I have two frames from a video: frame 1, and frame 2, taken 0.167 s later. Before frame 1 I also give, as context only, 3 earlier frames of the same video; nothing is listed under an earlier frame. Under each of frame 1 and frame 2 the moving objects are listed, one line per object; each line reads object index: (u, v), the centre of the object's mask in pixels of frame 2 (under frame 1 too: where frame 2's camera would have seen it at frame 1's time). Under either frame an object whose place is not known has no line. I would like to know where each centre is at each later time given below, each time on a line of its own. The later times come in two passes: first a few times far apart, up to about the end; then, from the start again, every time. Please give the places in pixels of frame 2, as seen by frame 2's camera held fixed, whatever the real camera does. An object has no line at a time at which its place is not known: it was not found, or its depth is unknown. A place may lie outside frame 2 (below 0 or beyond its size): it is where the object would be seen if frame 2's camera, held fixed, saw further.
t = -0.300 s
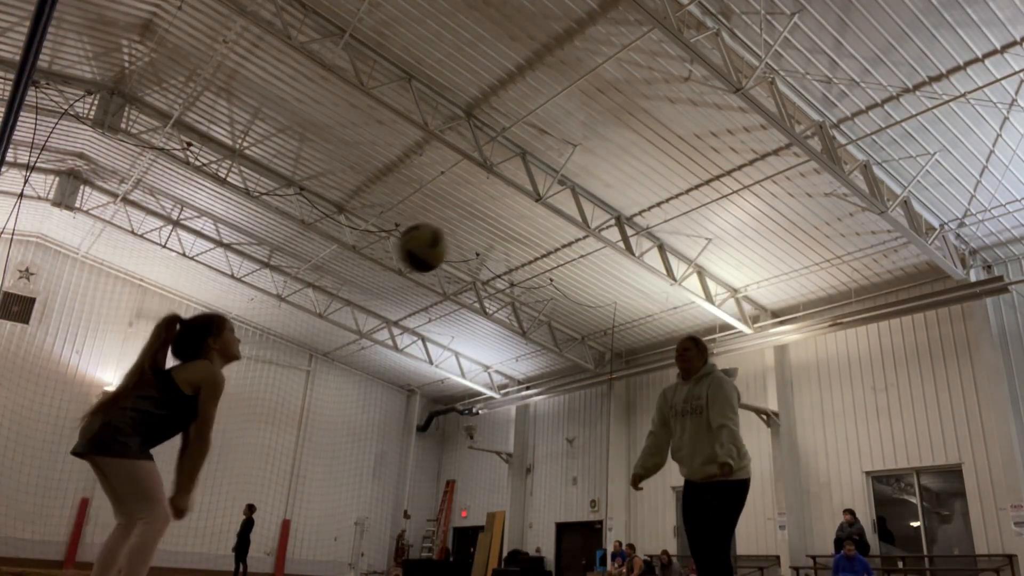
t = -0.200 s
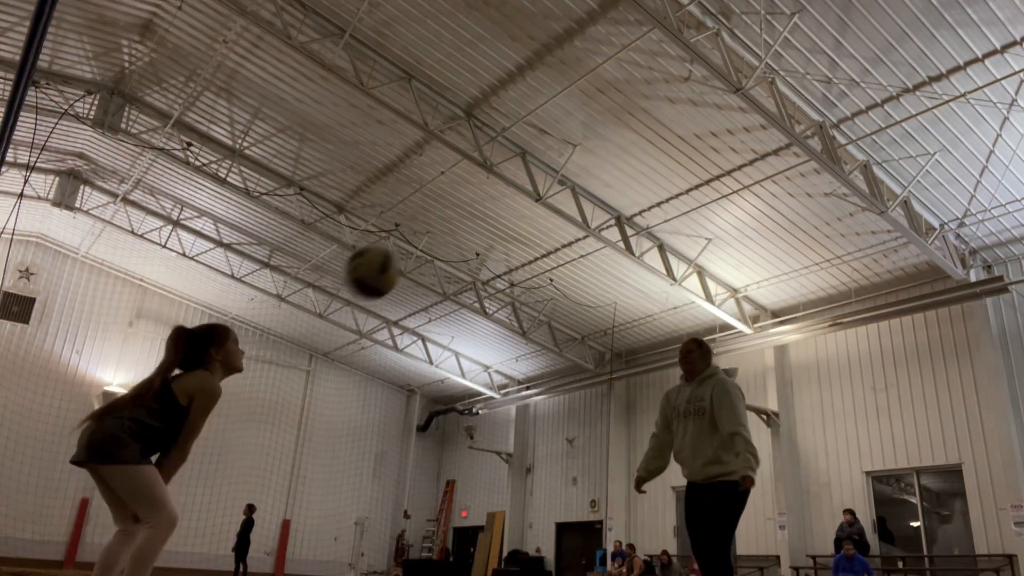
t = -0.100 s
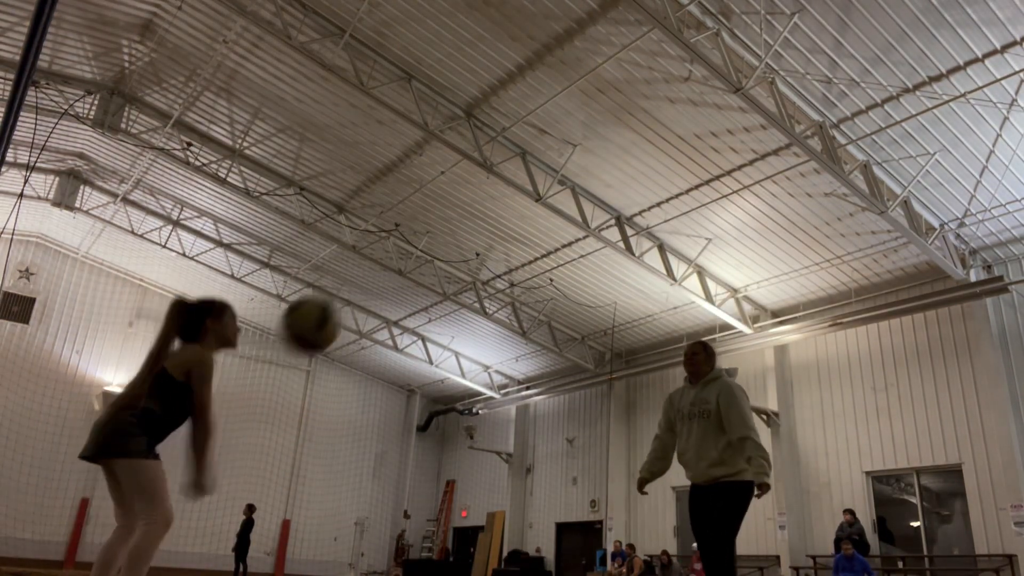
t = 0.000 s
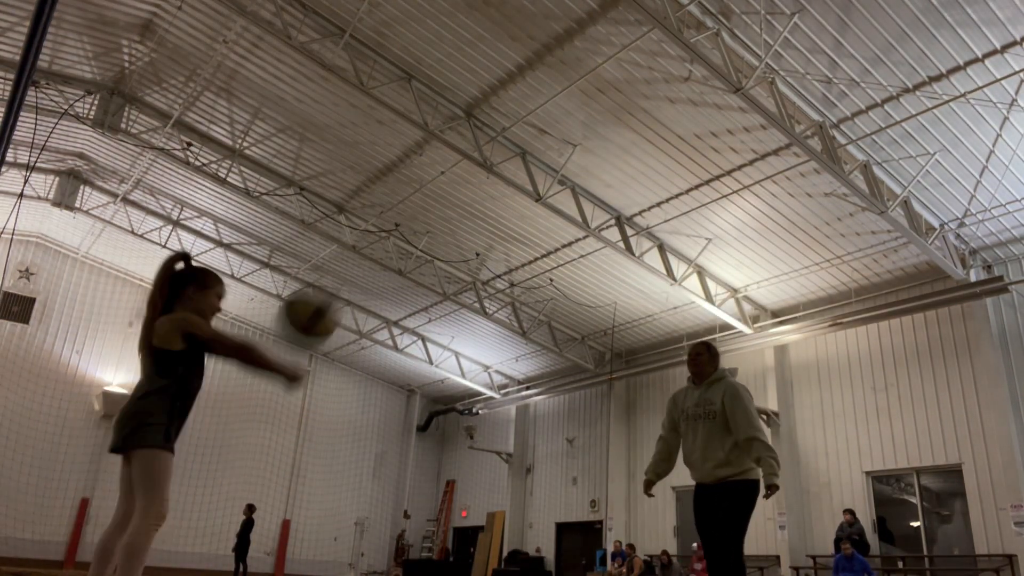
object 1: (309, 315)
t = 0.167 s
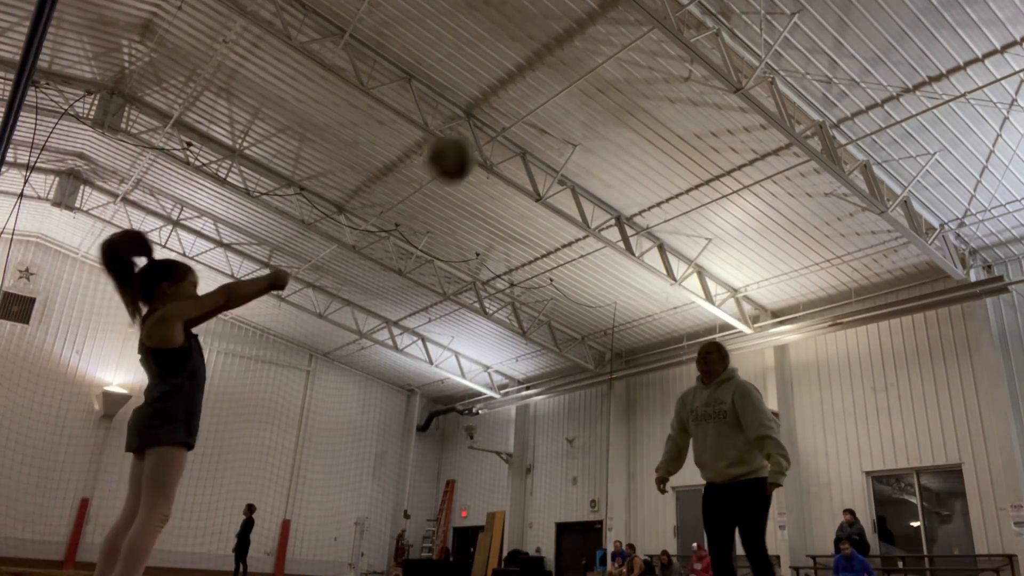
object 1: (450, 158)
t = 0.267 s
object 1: (515, 107)
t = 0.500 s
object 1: (632, 67)
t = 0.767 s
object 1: (739, 119)
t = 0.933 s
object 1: (801, 197)
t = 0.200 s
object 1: (473, 137)
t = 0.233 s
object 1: (496, 122)
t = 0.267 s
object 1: (515, 107)
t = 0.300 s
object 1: (534, 97)
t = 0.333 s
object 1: (553, 86)
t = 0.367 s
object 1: (570, 78)
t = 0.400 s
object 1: (587, 73)
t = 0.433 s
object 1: (602, 69)
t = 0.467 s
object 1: (617, 67)
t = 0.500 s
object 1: (632, 67)
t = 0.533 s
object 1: (646, 67)
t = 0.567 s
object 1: (660, 70)
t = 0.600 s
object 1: (674, 75)
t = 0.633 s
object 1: (687, 81)
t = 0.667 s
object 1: (700, 87)
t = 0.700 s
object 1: (714, 96)
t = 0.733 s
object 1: (726, 106)
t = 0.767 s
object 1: (739, 119)
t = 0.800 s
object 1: (751, 131)
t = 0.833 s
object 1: (763, 145)
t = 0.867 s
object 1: (776, 161)
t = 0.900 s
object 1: (788, 178)
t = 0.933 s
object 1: (801, 197)
